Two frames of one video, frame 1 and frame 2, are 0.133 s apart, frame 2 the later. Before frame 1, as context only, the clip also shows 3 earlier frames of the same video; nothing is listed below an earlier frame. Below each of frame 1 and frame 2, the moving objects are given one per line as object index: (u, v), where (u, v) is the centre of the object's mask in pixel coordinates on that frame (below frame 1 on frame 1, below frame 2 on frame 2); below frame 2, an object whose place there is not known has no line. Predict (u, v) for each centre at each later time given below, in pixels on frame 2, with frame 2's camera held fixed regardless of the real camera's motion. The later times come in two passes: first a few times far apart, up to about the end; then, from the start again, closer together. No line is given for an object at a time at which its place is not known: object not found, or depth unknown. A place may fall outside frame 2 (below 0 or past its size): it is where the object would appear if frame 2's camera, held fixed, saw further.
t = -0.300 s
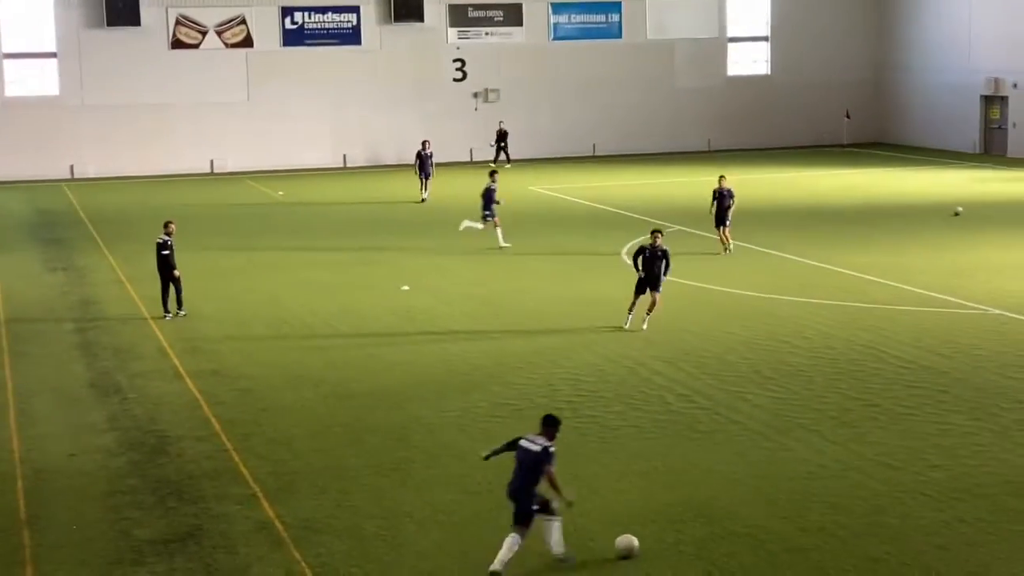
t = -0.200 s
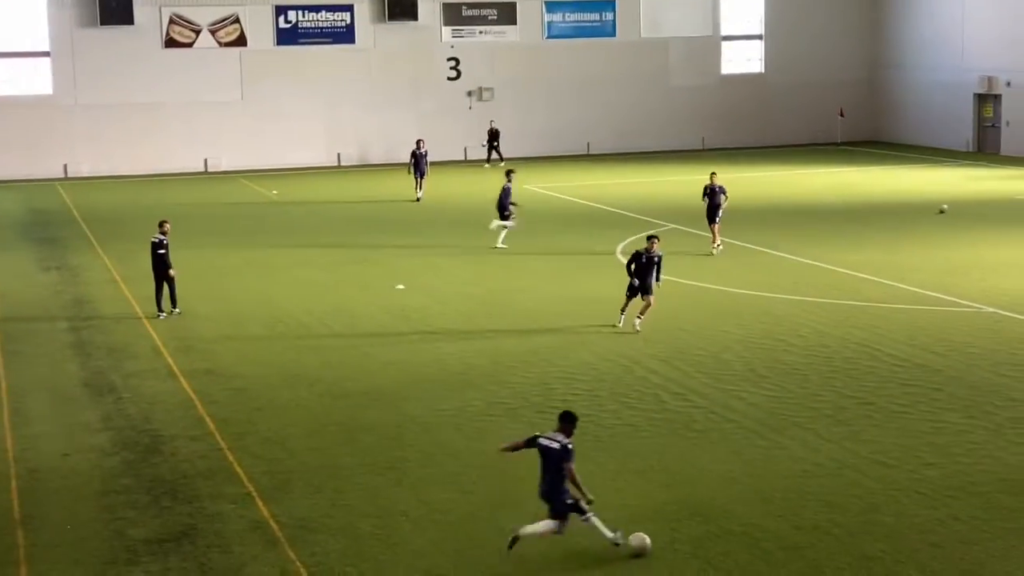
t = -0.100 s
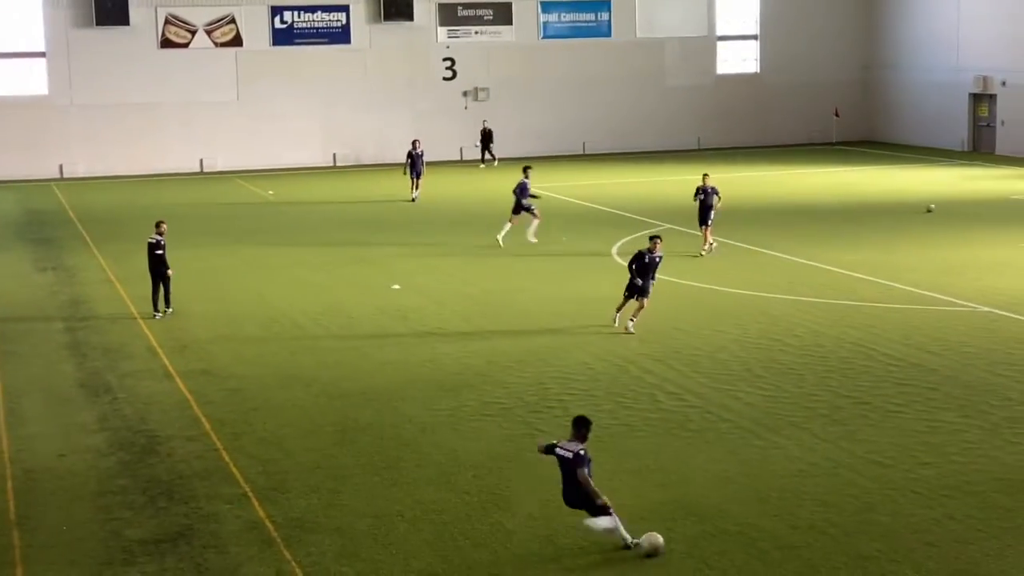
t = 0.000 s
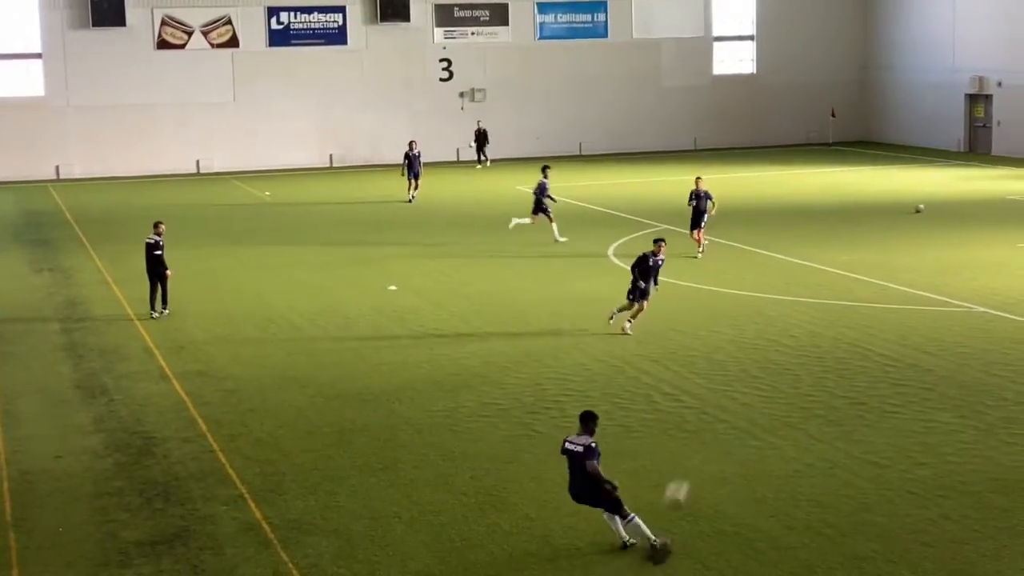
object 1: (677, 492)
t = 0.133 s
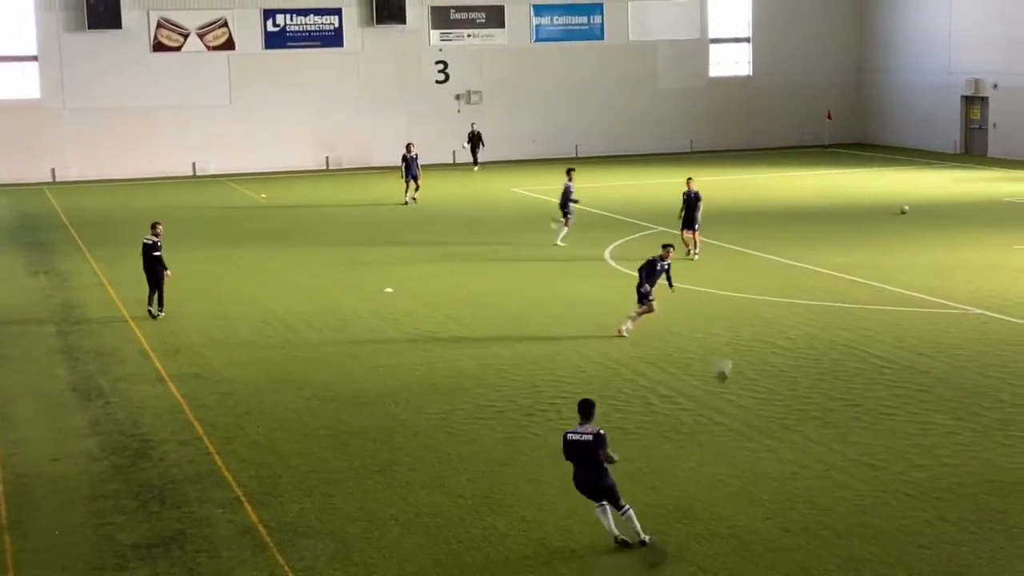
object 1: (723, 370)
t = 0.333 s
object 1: (778, 244)
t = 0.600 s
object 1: (834, 150)
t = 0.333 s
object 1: (778, 244)
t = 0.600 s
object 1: (834, 150)
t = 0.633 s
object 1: (840, 142)
